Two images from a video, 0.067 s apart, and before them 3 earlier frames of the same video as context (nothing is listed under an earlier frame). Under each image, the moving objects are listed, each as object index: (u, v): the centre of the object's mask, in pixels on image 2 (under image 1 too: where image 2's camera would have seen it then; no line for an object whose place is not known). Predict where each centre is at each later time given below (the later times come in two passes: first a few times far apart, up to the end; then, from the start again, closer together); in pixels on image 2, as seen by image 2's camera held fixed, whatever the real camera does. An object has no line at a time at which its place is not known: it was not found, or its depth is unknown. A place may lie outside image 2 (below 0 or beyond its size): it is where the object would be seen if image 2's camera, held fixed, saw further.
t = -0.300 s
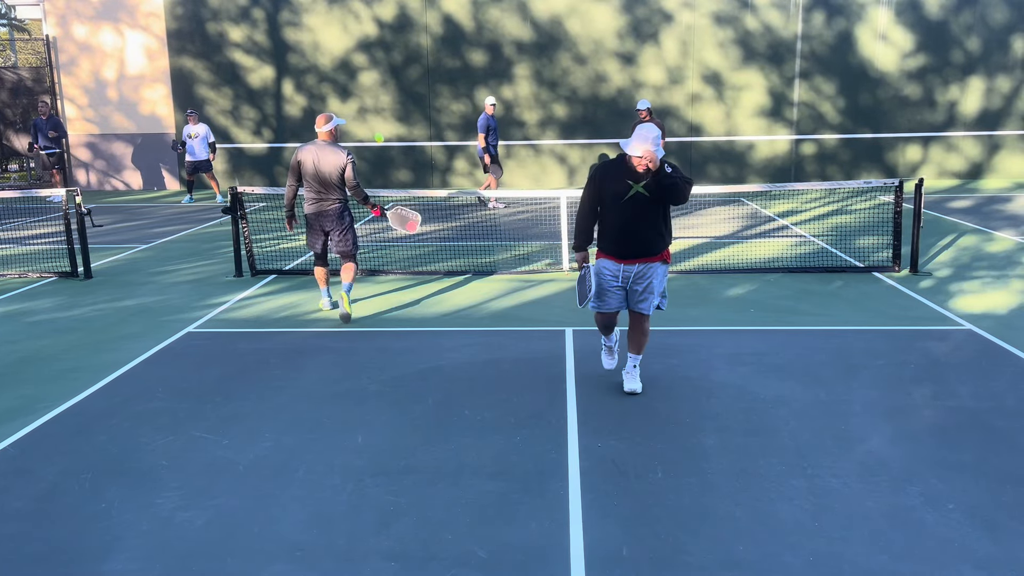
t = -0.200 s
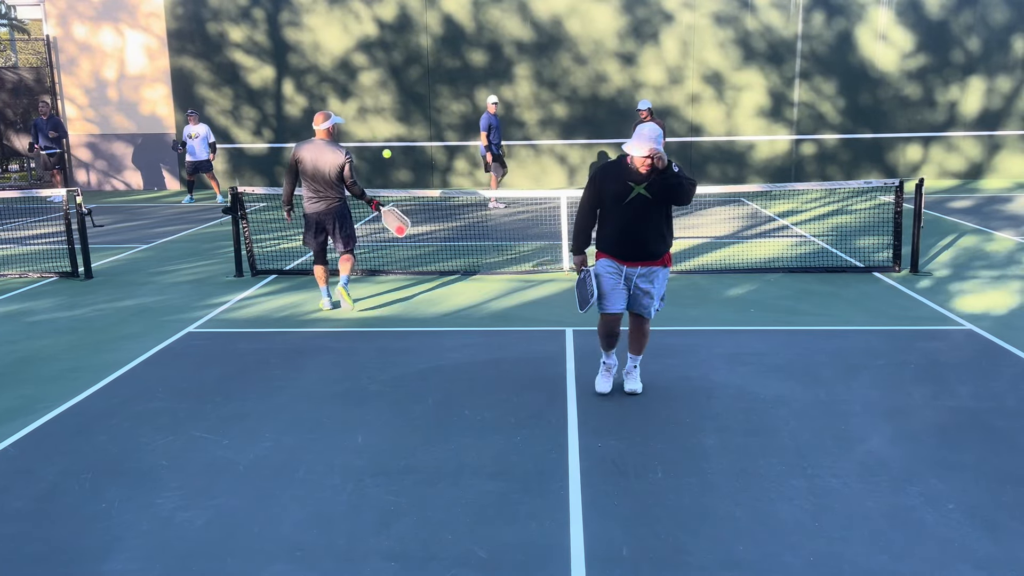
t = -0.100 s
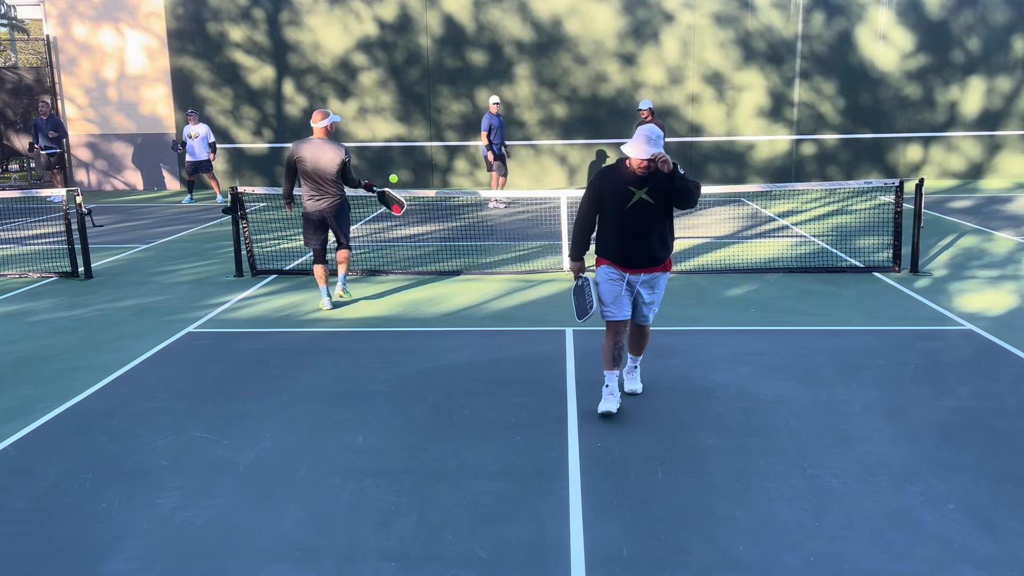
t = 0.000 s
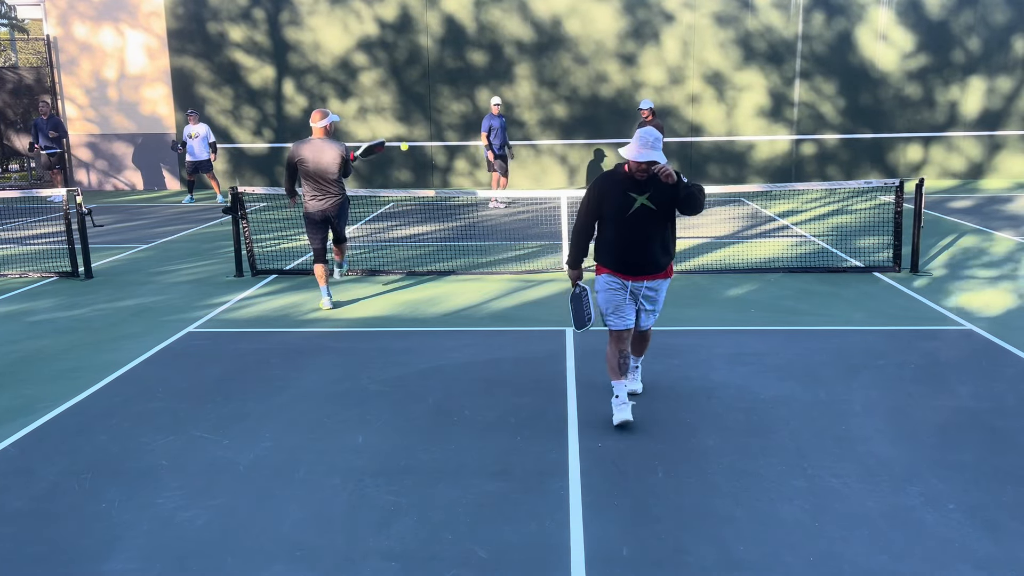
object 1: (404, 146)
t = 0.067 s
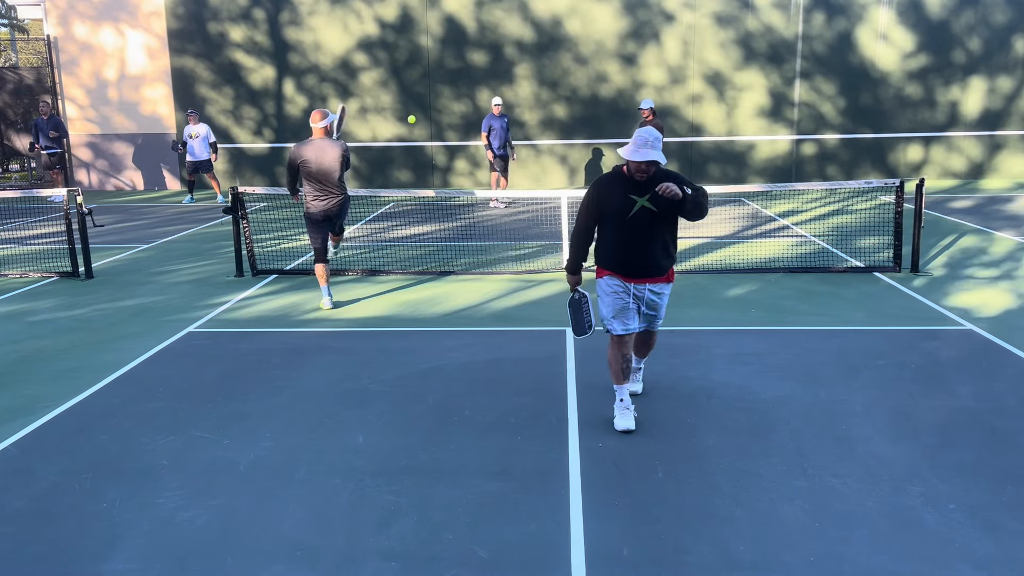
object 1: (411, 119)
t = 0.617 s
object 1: (441, 118)
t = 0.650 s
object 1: (442, 125)
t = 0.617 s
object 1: (441, 118)
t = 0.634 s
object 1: (442, 122)
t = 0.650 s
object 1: (442, 125)
